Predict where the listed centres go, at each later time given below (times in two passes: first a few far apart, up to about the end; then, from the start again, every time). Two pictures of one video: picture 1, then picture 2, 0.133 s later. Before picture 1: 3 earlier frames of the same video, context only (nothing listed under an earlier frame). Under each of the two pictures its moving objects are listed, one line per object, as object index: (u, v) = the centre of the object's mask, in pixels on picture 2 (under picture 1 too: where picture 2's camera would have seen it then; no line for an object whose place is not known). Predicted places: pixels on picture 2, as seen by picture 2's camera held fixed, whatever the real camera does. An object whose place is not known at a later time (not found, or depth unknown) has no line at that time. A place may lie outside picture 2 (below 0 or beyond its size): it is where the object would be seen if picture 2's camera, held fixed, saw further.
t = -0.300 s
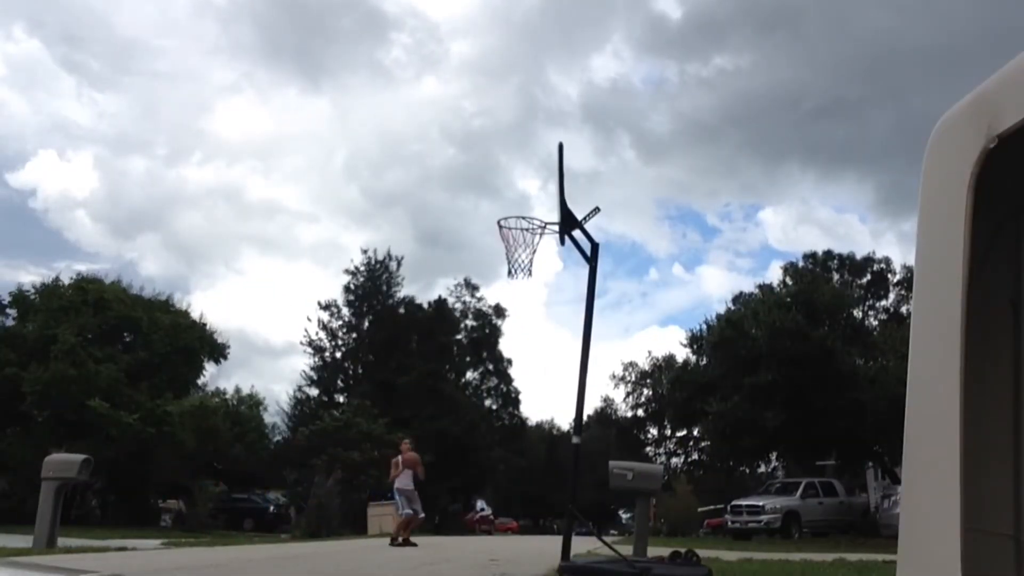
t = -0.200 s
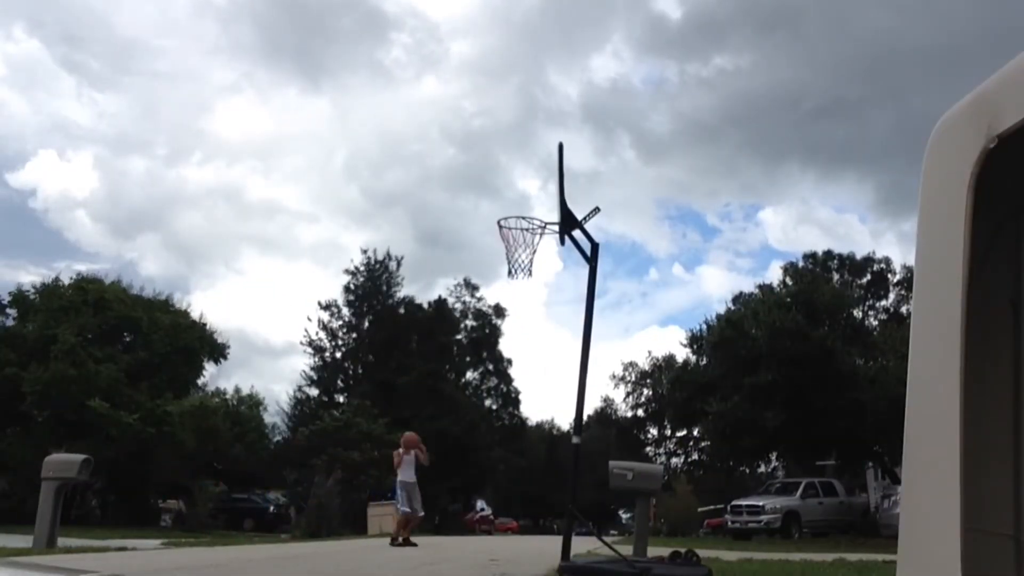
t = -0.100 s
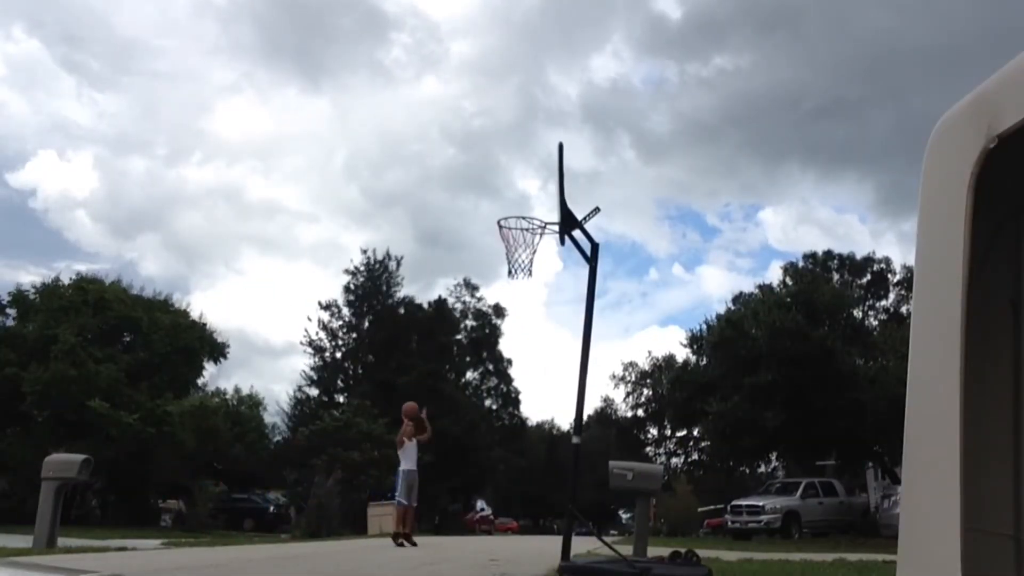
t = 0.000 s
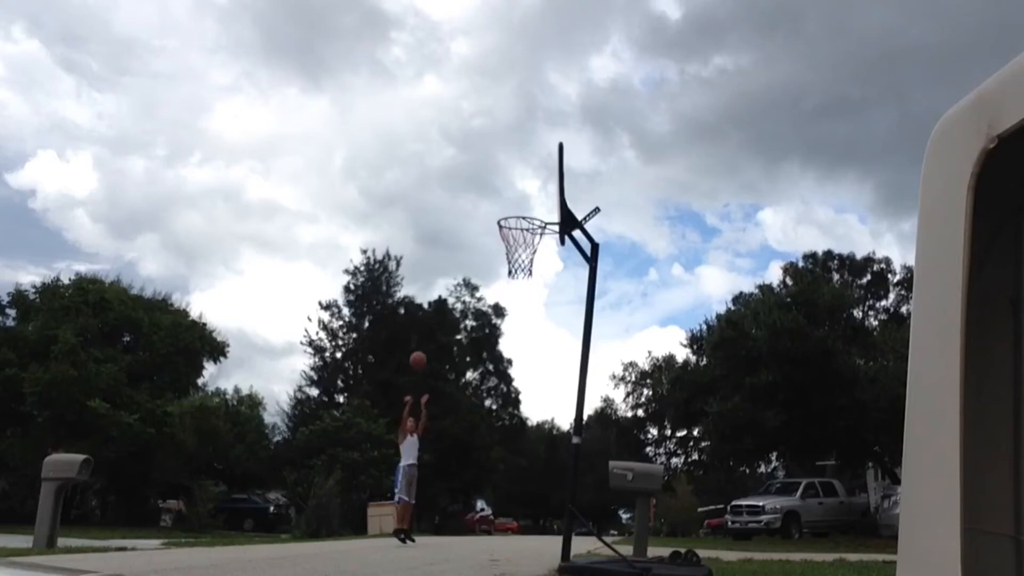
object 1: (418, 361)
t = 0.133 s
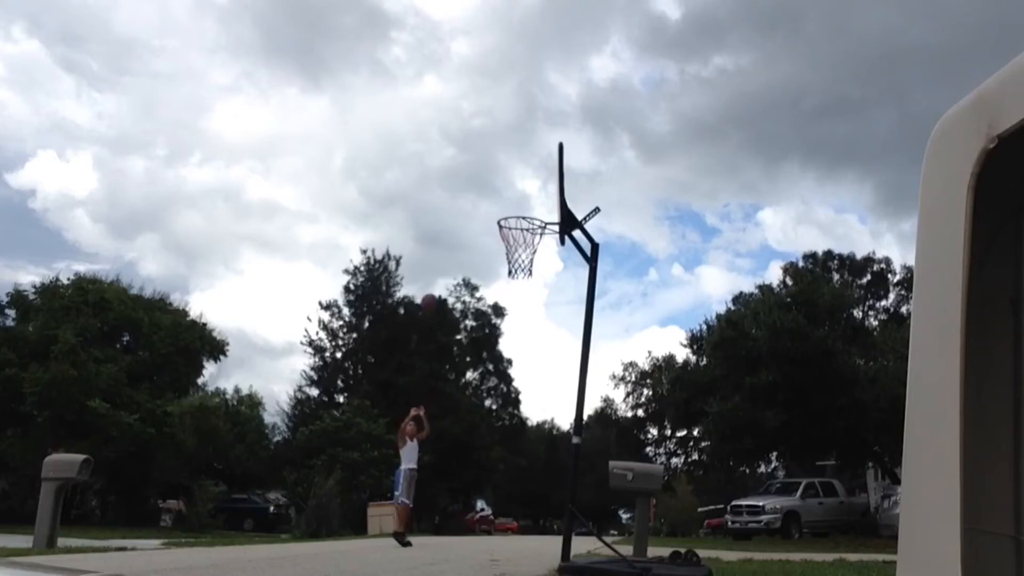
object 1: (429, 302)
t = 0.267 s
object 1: (442, 254)
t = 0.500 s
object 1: (464, 197)
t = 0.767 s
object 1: (492, 177)
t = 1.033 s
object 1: (526, 222)
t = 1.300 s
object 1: (519, 277)
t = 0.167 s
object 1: (432, 289)
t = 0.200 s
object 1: (435, 277)
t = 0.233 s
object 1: (439, 265)
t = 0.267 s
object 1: (442, 254)
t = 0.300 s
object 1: (445, 244)
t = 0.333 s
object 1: (448, 234)
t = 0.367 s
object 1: (451, 225)
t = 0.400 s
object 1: (454, 217)
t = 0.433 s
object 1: (457, 210)
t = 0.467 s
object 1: (461, 203)
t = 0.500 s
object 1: (464, 197)
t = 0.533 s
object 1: (467, 191)
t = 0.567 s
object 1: (470, 187)
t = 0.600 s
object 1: (474, 183)
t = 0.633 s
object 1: (477, 180)
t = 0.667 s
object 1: (481, 178)
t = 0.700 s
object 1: (484, 177)
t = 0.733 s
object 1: (488, 176)
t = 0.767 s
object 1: (492, 177)
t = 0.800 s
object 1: (496, 179)
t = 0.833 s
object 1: (500, 181)
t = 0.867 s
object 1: (504, 185)
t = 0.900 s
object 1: (508, 190)
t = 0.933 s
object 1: (513, 196)
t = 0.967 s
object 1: (517, 203)
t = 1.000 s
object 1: (521, 212)
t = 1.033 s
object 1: (526, 222)
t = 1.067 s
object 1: (531, 234)
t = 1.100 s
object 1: (532, 243)
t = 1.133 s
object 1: (531, 247)
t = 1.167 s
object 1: (528, 252)
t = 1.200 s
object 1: (526, 256)
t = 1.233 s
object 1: (523, 261)
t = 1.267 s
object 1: (521, 269)
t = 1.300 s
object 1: (519, 277)
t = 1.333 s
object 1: (516, 287)
